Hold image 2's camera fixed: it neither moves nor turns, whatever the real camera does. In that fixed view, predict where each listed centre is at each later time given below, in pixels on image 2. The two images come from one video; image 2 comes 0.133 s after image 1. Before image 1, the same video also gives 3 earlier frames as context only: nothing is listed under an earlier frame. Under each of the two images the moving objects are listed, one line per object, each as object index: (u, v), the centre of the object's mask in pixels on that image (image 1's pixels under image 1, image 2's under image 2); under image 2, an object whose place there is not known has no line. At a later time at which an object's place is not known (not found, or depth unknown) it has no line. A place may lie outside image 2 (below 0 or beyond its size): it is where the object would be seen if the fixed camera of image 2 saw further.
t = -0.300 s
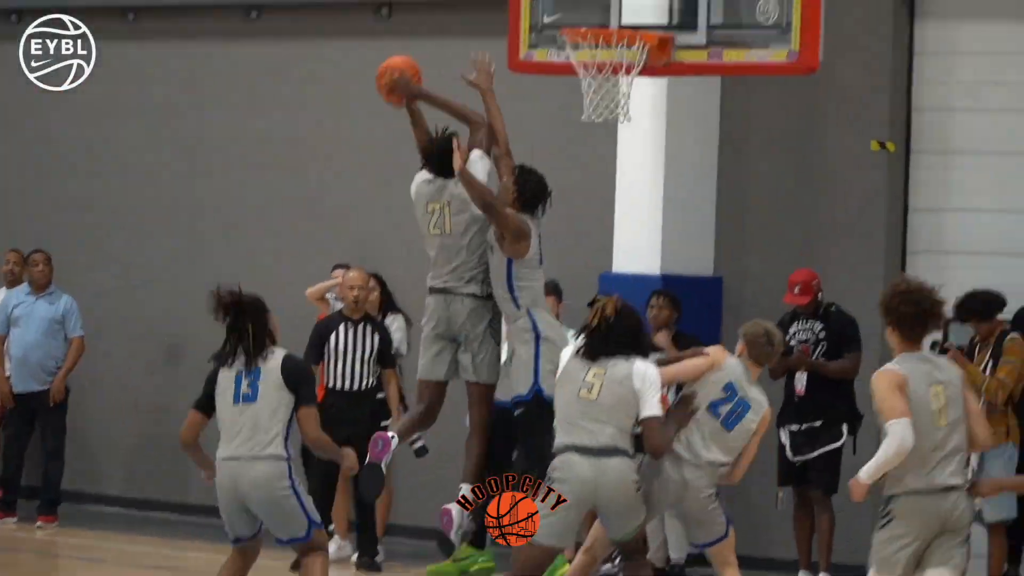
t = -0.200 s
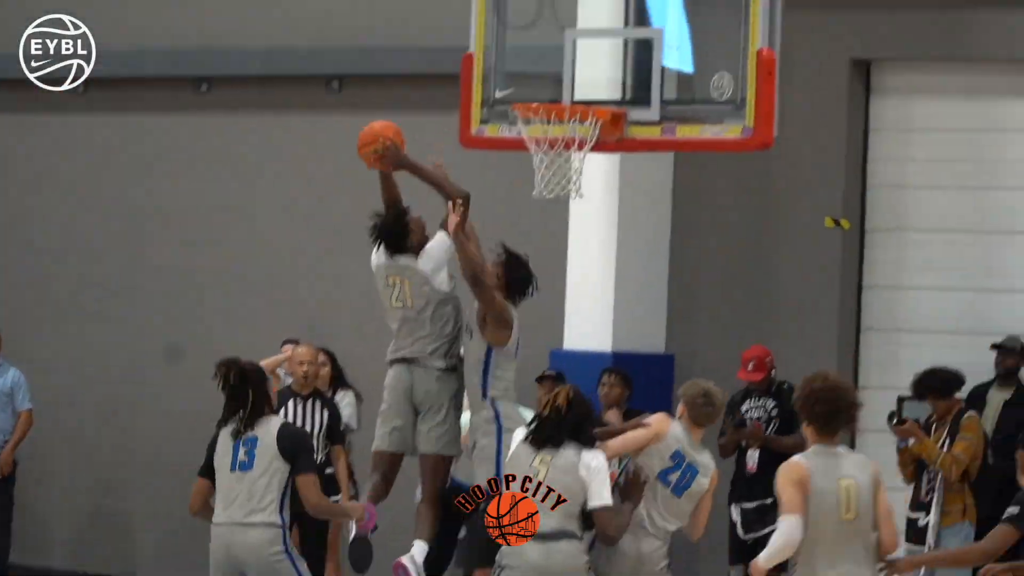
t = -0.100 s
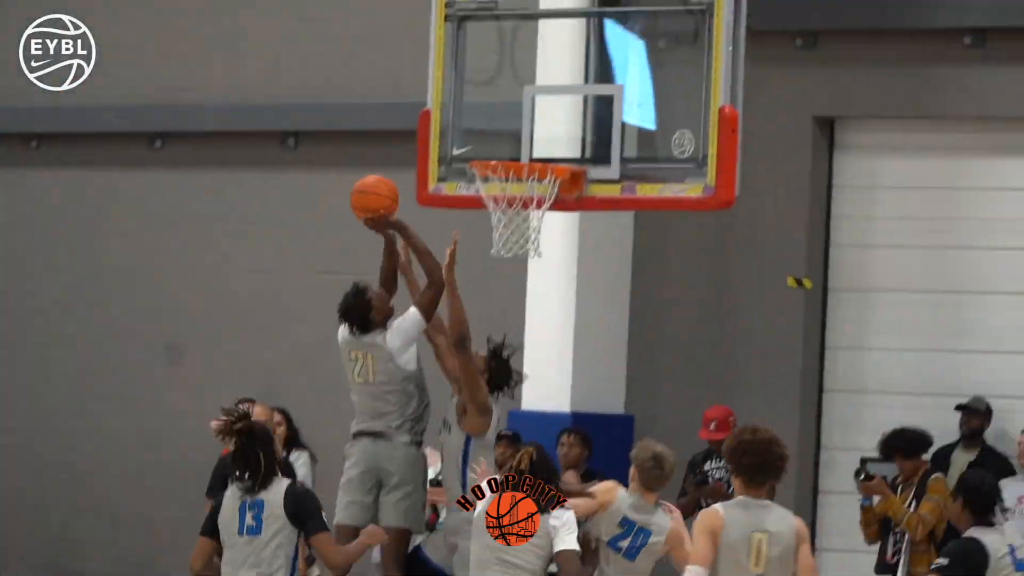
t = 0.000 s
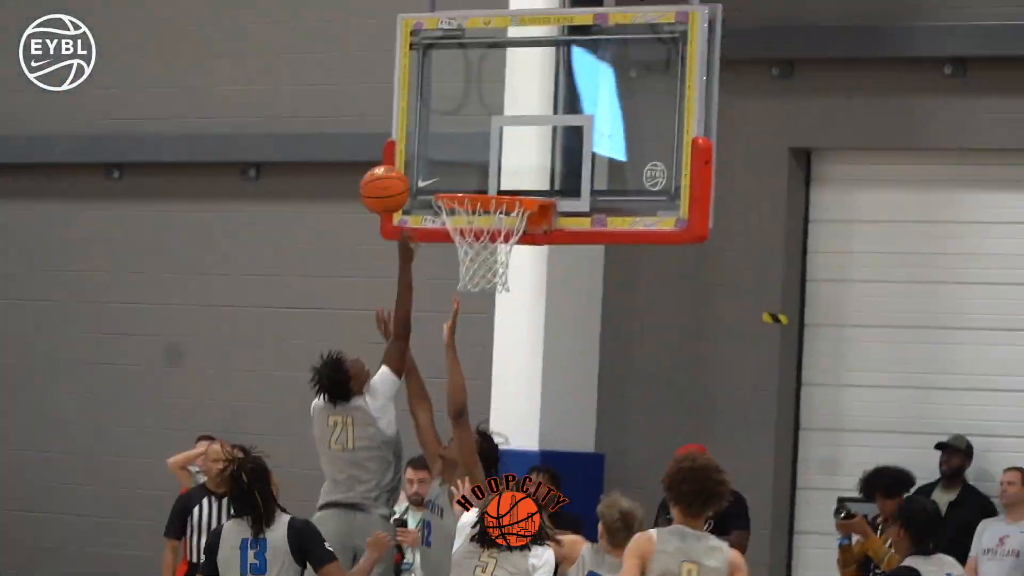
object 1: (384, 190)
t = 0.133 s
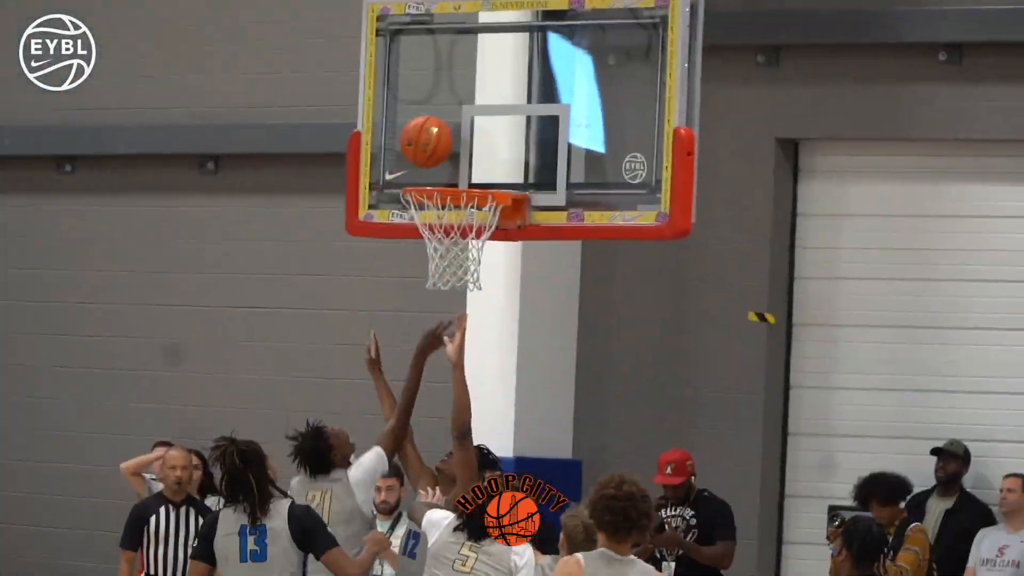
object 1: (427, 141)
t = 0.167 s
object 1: (441, 138)
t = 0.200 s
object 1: (440, 139)
